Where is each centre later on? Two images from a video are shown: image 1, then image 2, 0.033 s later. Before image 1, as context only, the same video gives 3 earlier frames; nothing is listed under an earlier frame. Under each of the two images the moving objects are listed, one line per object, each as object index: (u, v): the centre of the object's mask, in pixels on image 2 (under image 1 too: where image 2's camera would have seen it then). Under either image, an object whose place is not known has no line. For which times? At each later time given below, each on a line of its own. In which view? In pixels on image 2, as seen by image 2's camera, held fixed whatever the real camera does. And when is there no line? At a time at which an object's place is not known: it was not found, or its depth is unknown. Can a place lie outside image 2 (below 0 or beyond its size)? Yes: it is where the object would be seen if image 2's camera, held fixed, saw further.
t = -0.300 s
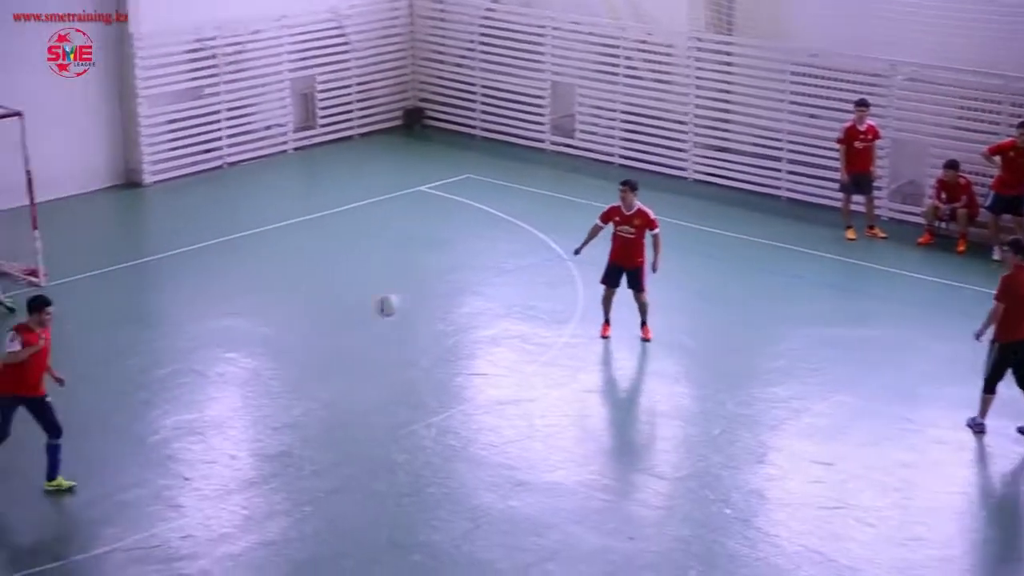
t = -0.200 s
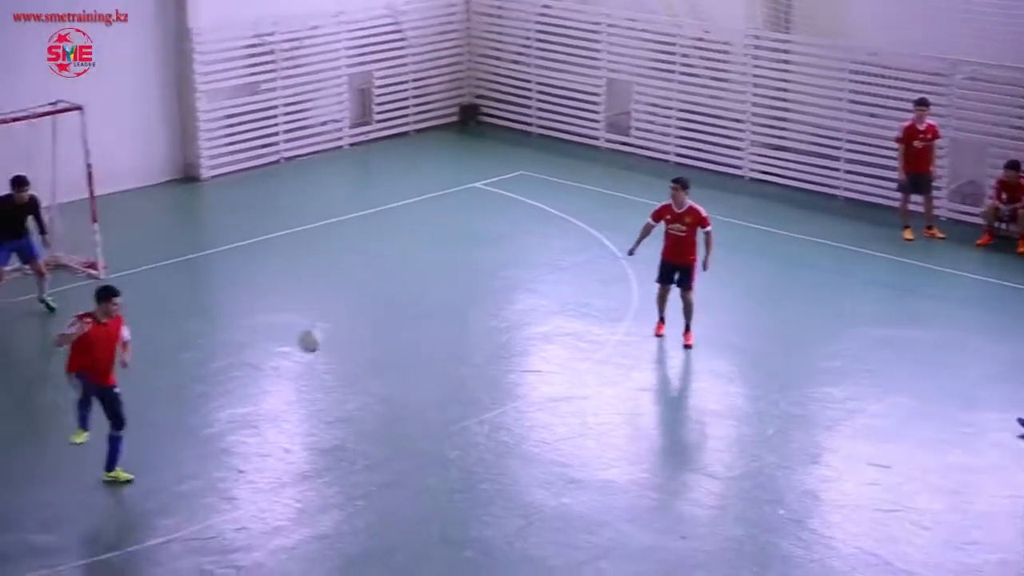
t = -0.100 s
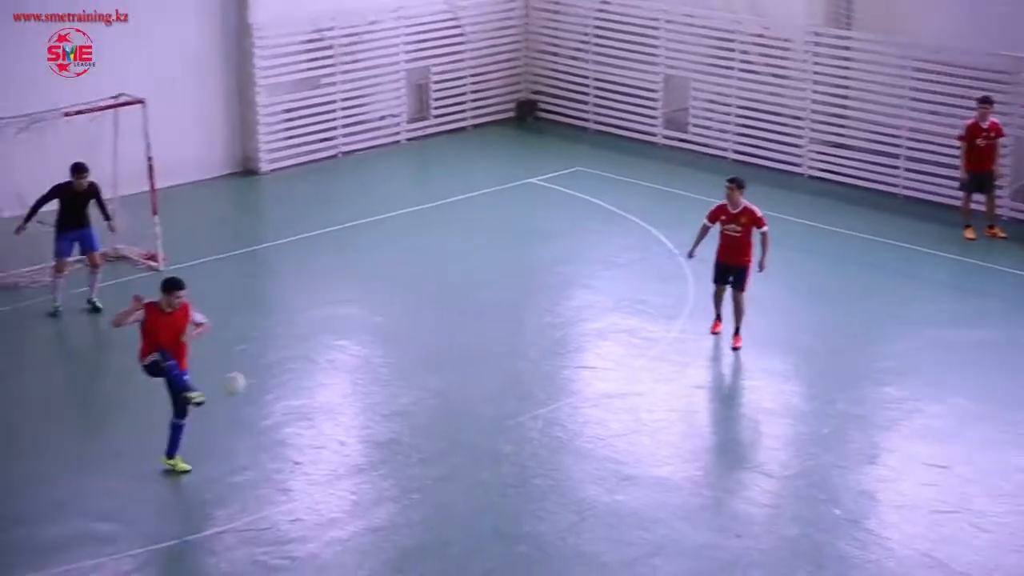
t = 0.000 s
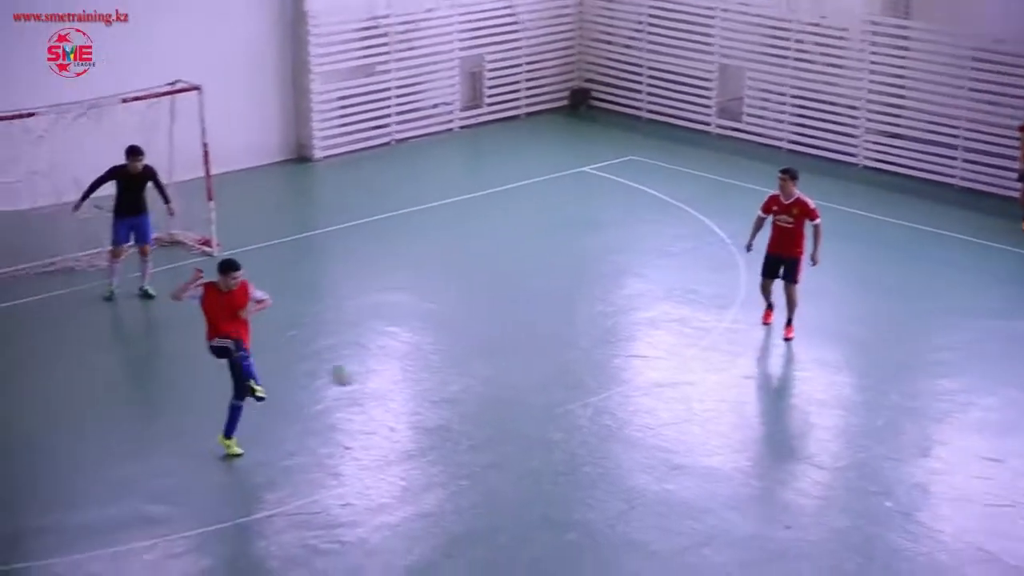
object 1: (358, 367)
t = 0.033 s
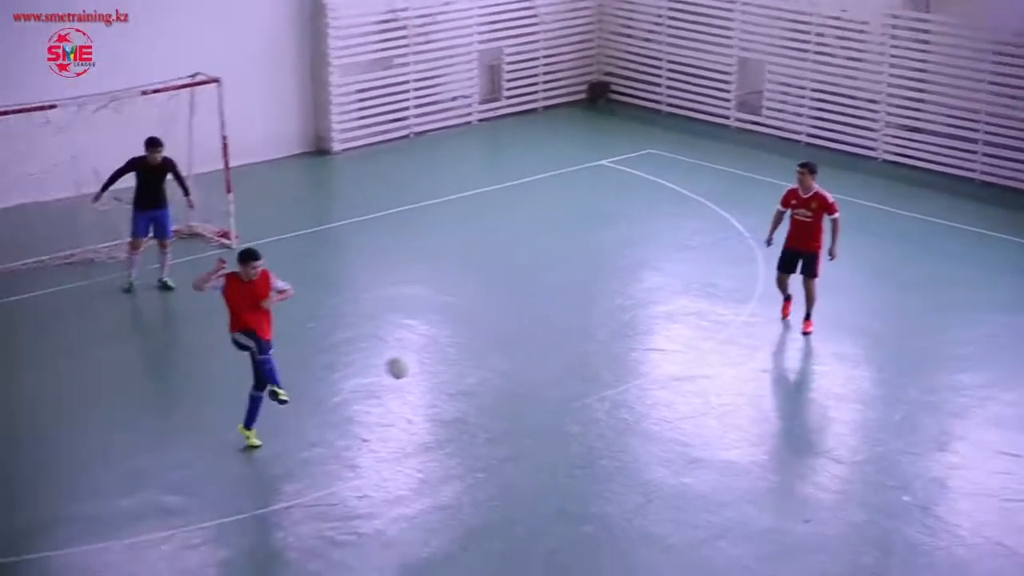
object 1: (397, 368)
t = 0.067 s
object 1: (432, 371)
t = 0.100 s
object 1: (450, 372)
